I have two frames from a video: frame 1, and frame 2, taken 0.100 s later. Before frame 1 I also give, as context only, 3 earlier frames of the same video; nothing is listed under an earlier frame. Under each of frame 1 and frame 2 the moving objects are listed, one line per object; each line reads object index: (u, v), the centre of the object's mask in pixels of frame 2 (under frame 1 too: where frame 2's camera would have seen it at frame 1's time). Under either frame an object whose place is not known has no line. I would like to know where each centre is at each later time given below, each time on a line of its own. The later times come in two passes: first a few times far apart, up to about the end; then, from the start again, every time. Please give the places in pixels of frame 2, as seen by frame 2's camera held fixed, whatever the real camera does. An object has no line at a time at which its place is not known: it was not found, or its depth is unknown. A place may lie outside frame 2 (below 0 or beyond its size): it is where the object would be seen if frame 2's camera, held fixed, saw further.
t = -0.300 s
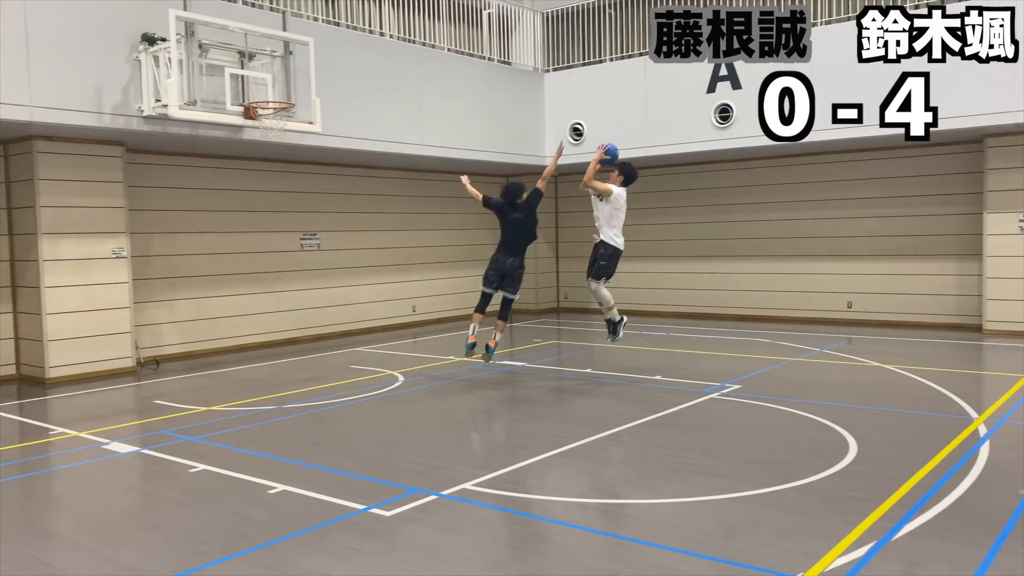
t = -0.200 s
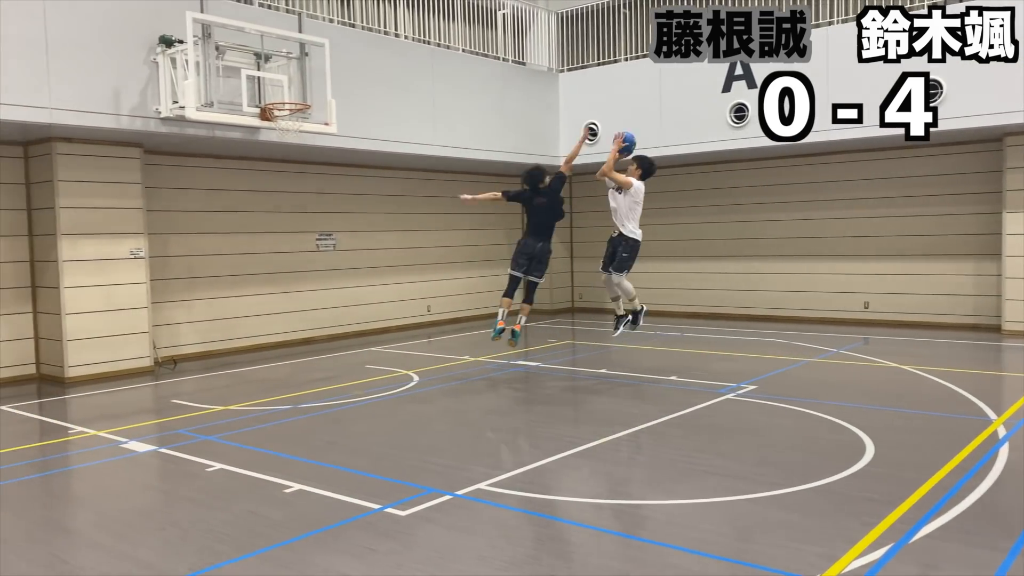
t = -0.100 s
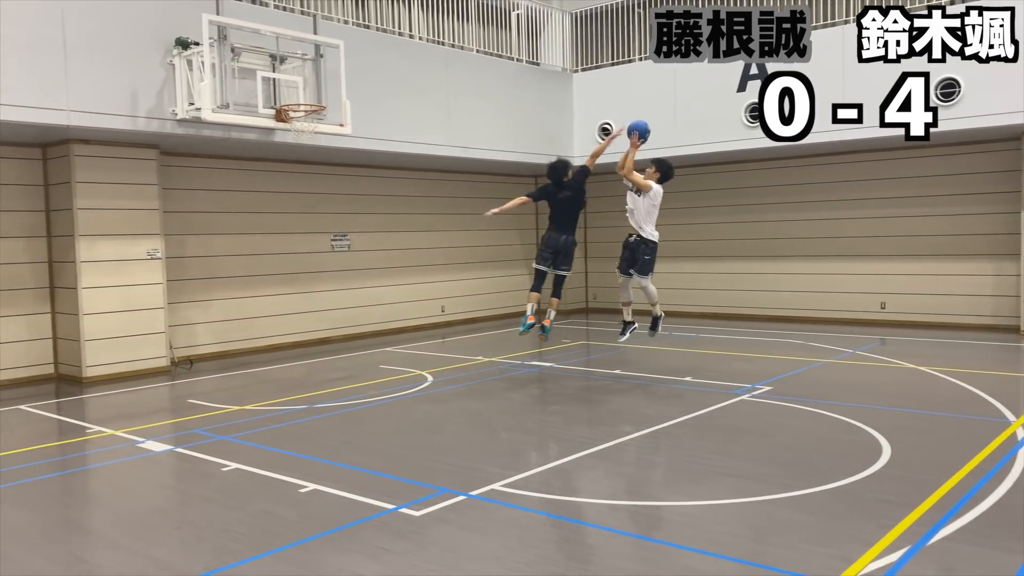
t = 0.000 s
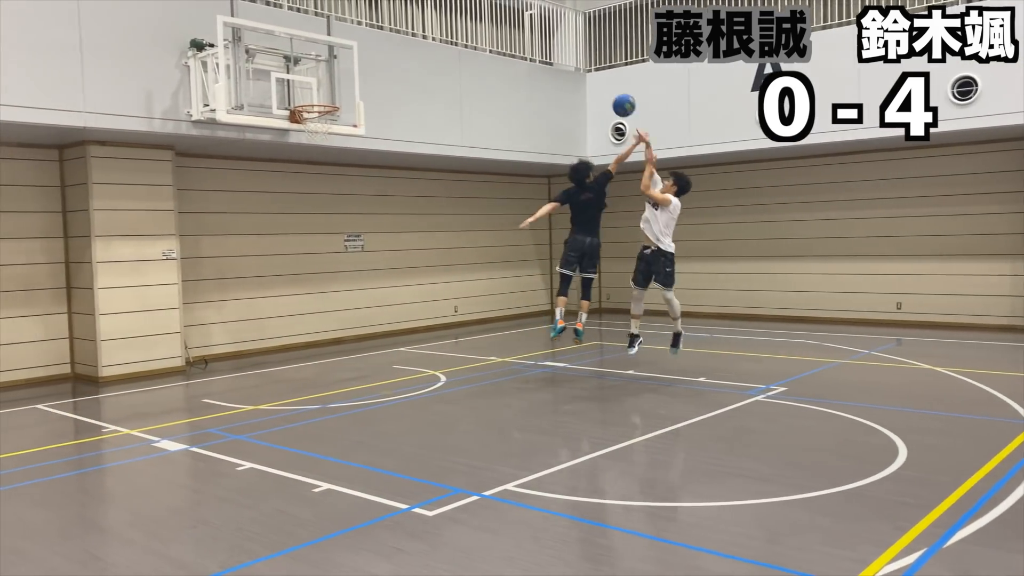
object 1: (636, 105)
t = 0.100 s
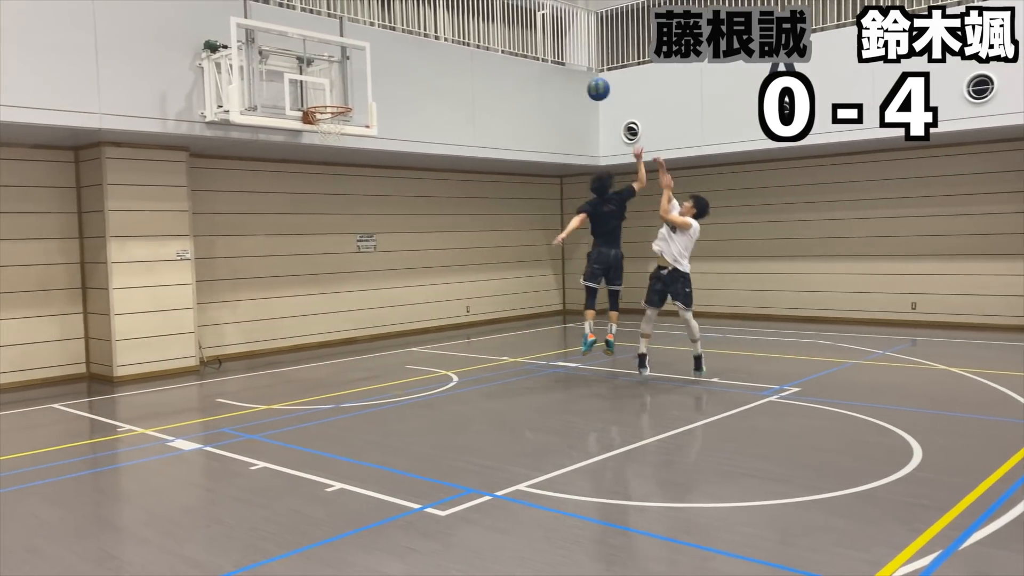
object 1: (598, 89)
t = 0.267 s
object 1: (539, 84)
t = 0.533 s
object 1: (451, 127)
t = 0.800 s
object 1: (374, 225)
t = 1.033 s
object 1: (313, 349)
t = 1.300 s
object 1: (275, 281)
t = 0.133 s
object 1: (586, 86)
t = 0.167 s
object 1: (574, 84)
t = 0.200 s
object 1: (562, 83)
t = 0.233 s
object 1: (551, 83)
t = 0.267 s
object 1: (539, 84)
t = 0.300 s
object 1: (527, 86)
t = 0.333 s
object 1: (516, 89)
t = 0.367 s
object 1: (505, 93)
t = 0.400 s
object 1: (494, 98)
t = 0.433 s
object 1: (483, 104)
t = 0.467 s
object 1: (472, 111)
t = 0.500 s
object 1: (461, 119)
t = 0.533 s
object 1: (451, 127)
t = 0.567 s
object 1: (440, 137)
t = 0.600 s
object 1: (430, 147)
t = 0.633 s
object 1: (420, 158)
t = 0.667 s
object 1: (410, 170)
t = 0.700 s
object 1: (401, 182)
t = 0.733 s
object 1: (392, 196)
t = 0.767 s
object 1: (383, 211)
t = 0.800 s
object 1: (374, 225)
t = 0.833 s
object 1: (365, 241)
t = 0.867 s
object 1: (356, 258)
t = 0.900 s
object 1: (347, 274)
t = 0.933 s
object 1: (338, 292)
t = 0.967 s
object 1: (330, 310)
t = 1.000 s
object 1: (322, 329)
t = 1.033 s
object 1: (313, 349)
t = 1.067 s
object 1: (305, 366)
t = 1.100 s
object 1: (301, 350)
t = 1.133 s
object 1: (297, 337)
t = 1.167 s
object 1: (293, 324)
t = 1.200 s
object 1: (288, 311)
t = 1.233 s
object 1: (284, 300)
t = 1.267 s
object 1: (279, 290)
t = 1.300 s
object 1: (275, 281)
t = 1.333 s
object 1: (271, 272)
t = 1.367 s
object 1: (266, 265)
